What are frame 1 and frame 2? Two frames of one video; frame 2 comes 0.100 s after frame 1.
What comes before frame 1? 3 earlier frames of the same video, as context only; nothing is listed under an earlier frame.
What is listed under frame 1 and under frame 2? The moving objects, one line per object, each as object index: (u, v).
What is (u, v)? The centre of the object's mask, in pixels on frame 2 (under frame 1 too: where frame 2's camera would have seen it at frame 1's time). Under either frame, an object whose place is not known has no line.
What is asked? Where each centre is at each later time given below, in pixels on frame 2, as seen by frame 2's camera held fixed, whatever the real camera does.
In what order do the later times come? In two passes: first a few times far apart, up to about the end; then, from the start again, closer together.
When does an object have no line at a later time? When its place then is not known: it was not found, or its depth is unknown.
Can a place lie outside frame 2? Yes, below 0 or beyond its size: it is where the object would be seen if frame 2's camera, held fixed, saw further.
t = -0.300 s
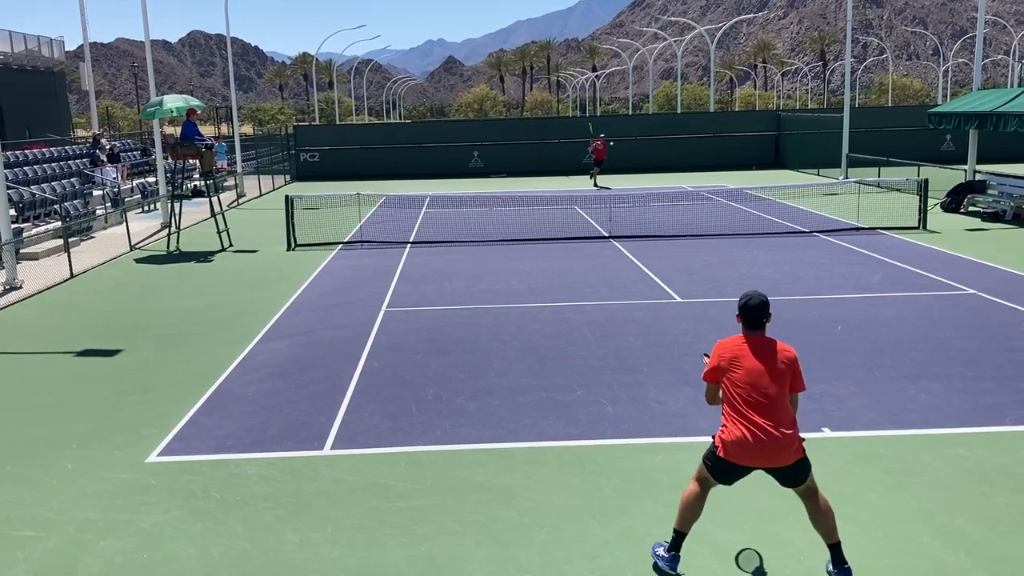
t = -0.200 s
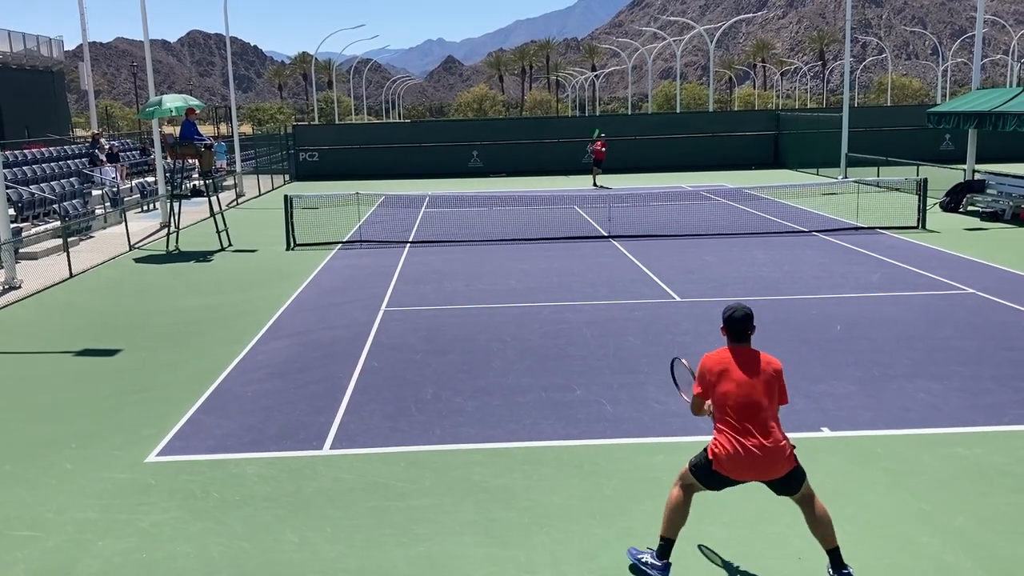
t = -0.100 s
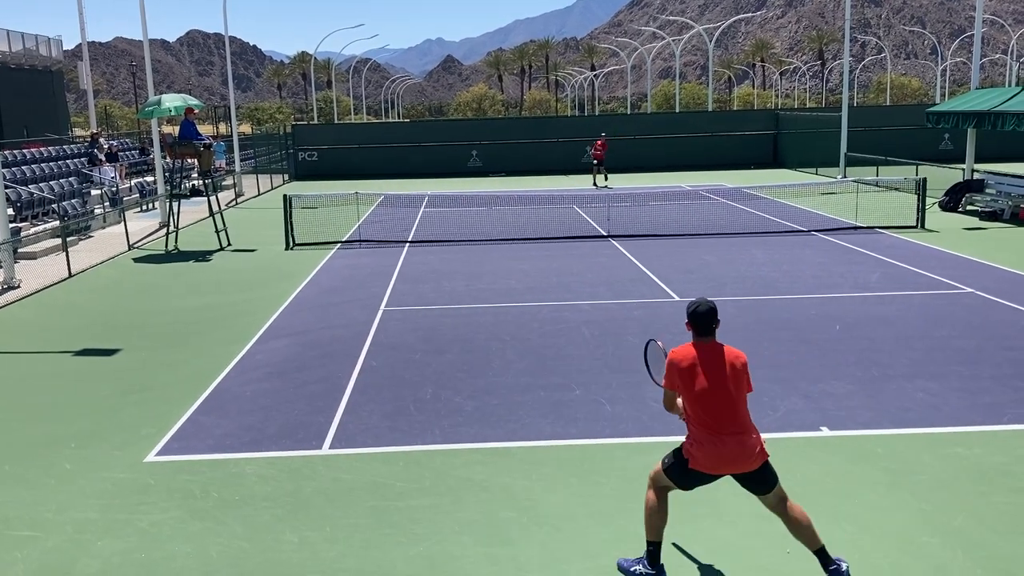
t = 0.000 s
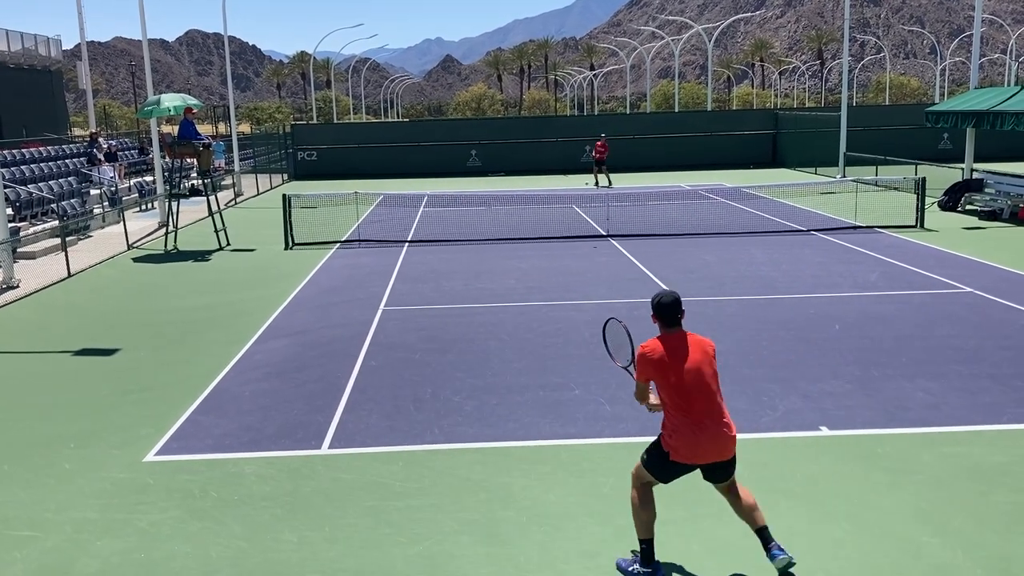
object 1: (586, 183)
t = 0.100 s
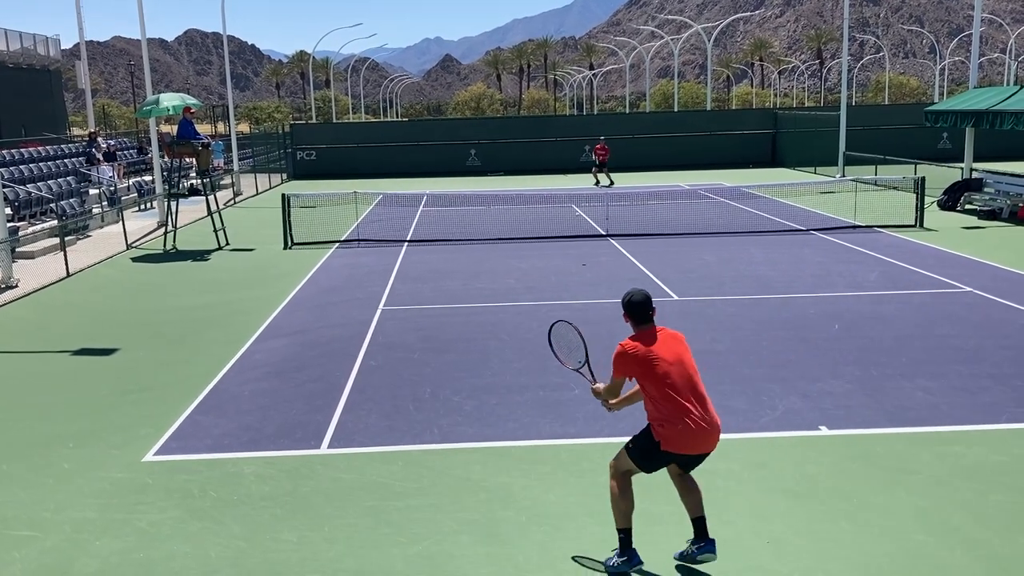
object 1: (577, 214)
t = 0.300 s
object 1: (559, 291)
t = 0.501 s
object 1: (536, 284)
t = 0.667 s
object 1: (512, 316)
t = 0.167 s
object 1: (572, 243)
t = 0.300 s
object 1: (559, 291)
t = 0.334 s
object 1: (556, 288)
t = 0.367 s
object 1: (552, 285)
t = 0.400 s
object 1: (549, 283)
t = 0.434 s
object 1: (545, 282)
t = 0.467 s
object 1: (541, 283)
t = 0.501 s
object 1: (536, 284)
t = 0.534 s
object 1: (531, 286)
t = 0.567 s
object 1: (527, 291)
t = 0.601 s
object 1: (522, 297)
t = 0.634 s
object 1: (517, 305)
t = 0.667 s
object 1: (512, 316)
